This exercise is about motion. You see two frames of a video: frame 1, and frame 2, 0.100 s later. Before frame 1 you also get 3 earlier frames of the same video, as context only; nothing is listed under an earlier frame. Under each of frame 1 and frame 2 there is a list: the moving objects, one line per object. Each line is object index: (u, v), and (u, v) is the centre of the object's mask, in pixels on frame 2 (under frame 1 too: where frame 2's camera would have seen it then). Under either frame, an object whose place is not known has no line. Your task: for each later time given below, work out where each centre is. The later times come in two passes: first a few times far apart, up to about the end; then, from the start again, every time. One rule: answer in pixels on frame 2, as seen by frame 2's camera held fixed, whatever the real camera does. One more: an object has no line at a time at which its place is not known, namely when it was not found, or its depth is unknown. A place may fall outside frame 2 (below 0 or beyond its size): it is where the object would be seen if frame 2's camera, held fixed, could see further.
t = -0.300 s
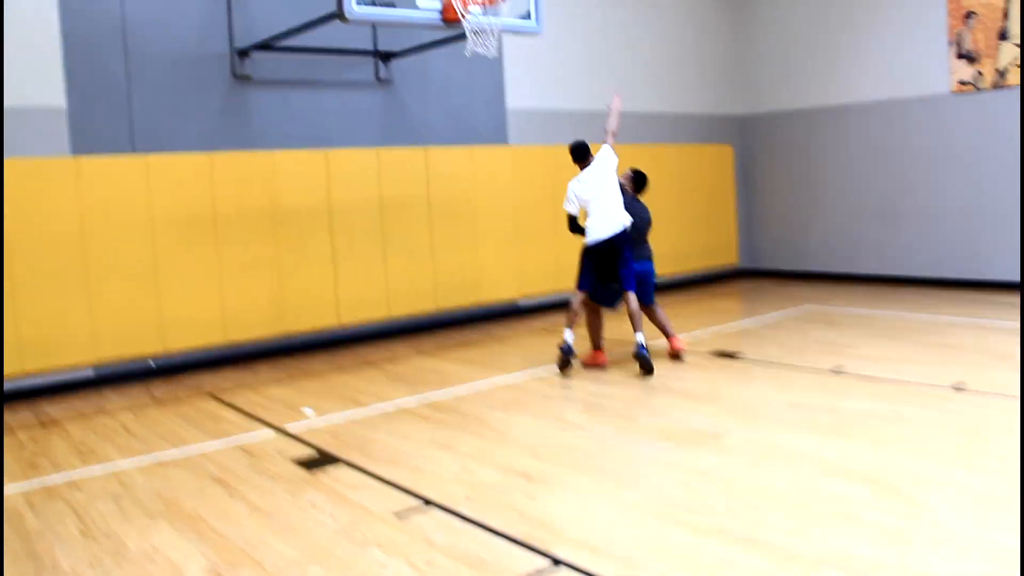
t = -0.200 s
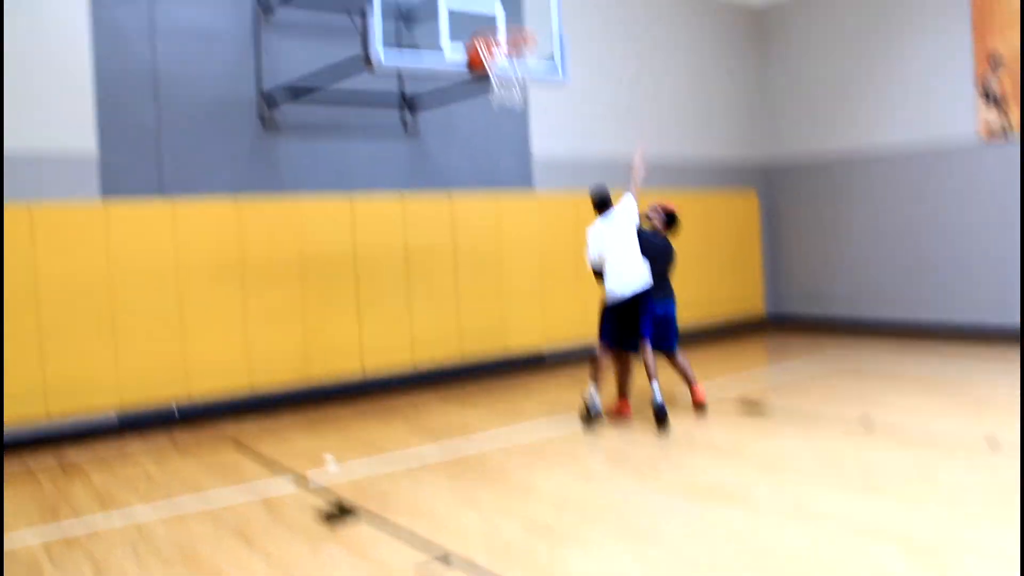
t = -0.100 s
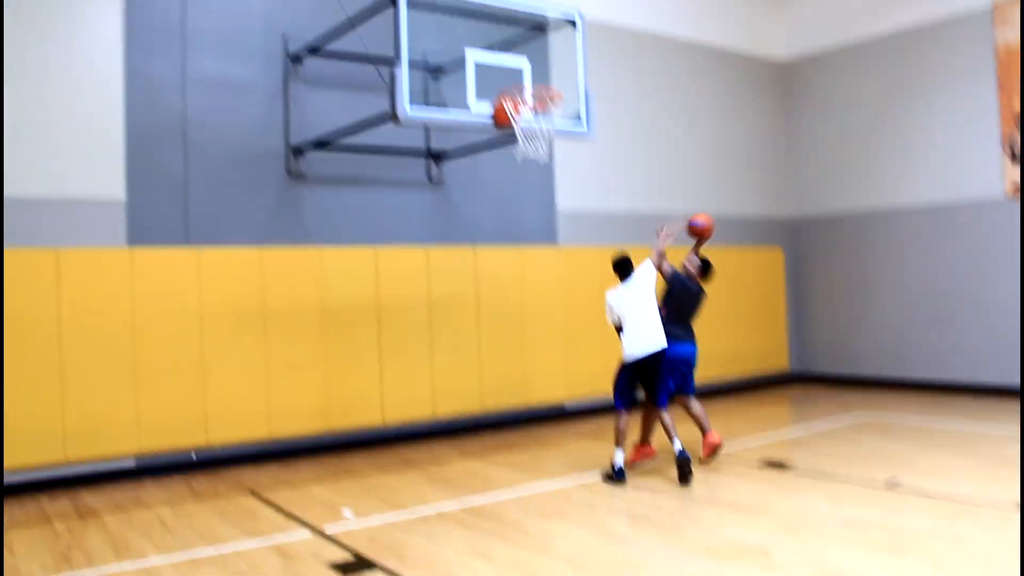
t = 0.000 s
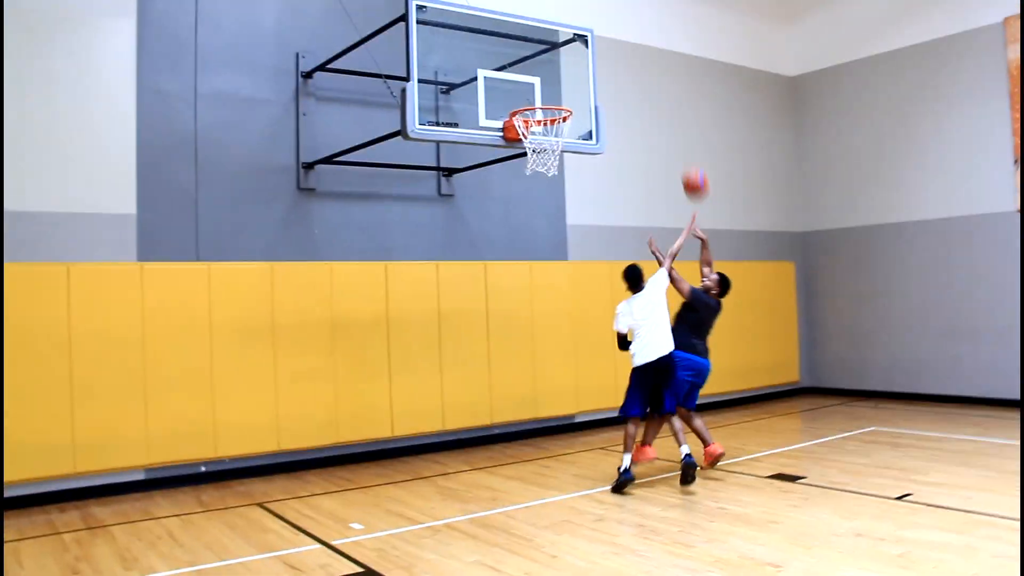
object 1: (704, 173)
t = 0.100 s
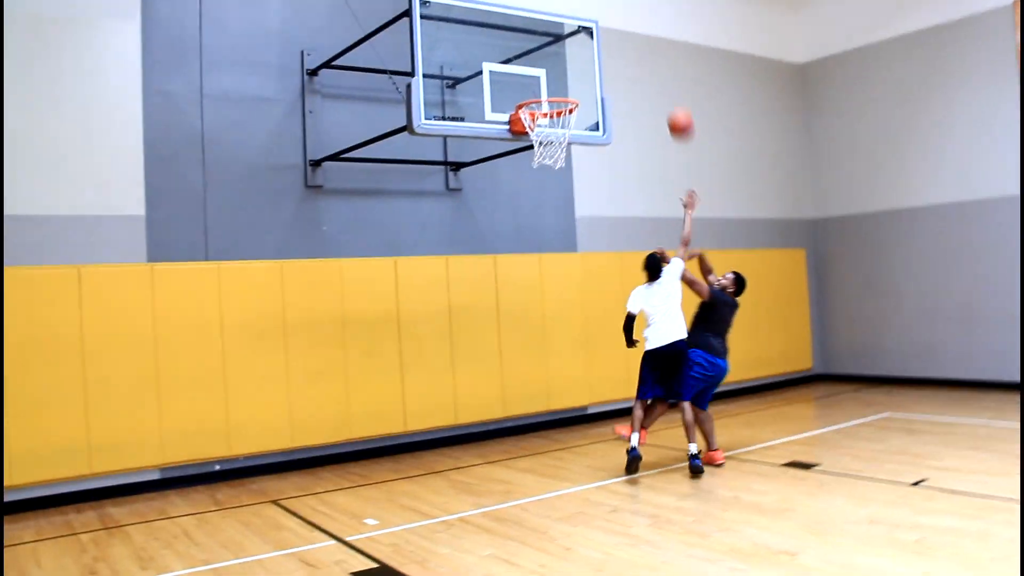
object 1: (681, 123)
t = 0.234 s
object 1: (650, 75)
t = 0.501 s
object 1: (594, 36)
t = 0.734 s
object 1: (577, 70)
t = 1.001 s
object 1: (570, 198)
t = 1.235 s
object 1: (567, 385)
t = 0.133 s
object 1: (673, 110)
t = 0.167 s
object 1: (665, 97)
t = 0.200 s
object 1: (657, 86)
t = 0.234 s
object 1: (650, 75)
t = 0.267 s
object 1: (643, 66)
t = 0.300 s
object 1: (636, 58)
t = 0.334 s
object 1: (628, 51)
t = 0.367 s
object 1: (622, 45)
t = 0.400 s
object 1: (615, 40)
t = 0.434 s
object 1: (608, 37)
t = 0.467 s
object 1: (601, 36)
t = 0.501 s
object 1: (594, 36)
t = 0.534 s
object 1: (587, 37)
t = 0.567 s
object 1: (582, 39)
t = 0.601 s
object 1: (581, 42)
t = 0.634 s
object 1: (580, 47)
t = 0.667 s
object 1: (579, 54)
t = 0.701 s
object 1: (578, 61)
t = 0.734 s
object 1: (577, 70)
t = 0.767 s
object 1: (576, 80)
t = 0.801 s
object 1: (576, 91)
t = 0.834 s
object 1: (578, 102)
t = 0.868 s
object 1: (581, 120)
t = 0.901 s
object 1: (578, 137)
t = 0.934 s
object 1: (575, 156)
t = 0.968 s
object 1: (572, 177)
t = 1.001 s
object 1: (570, 198)
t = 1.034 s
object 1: (570, 221)
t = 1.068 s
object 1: (569, 242)
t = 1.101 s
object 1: (569, 268)
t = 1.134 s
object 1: (568, 296)
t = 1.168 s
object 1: (568, 324)
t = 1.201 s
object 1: (568, 353)
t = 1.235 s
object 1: (567, 385)
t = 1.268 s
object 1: (566, 422)
